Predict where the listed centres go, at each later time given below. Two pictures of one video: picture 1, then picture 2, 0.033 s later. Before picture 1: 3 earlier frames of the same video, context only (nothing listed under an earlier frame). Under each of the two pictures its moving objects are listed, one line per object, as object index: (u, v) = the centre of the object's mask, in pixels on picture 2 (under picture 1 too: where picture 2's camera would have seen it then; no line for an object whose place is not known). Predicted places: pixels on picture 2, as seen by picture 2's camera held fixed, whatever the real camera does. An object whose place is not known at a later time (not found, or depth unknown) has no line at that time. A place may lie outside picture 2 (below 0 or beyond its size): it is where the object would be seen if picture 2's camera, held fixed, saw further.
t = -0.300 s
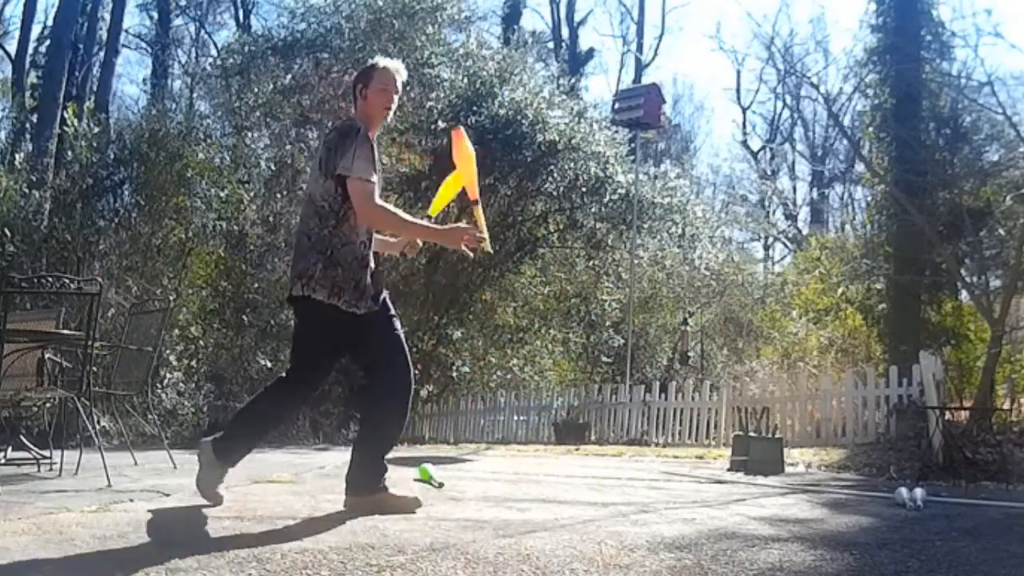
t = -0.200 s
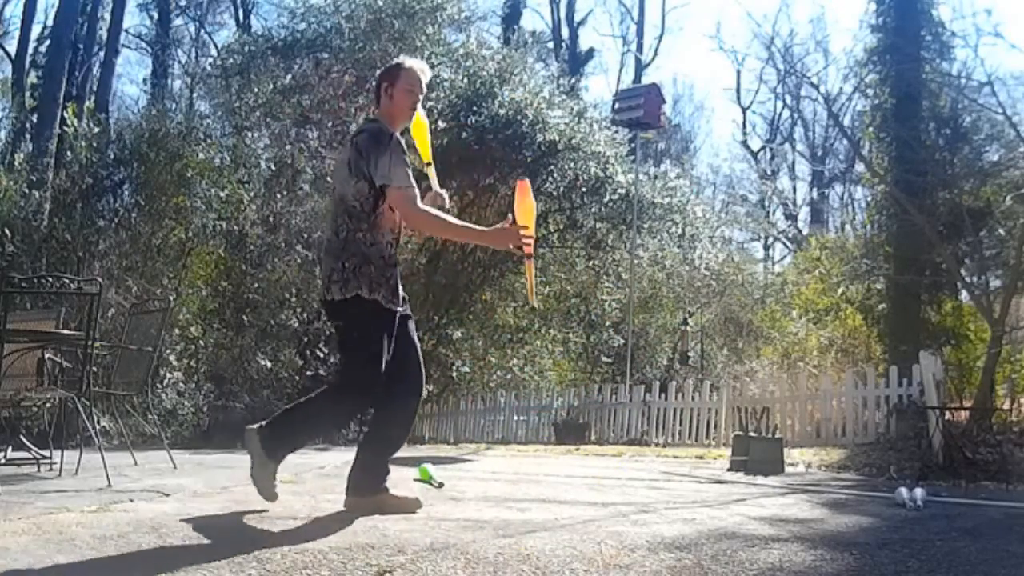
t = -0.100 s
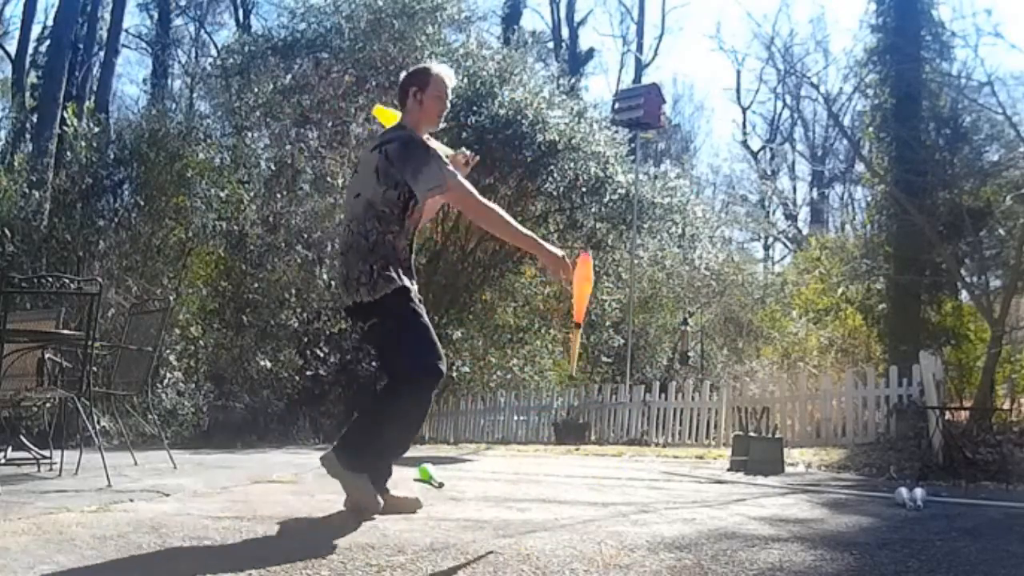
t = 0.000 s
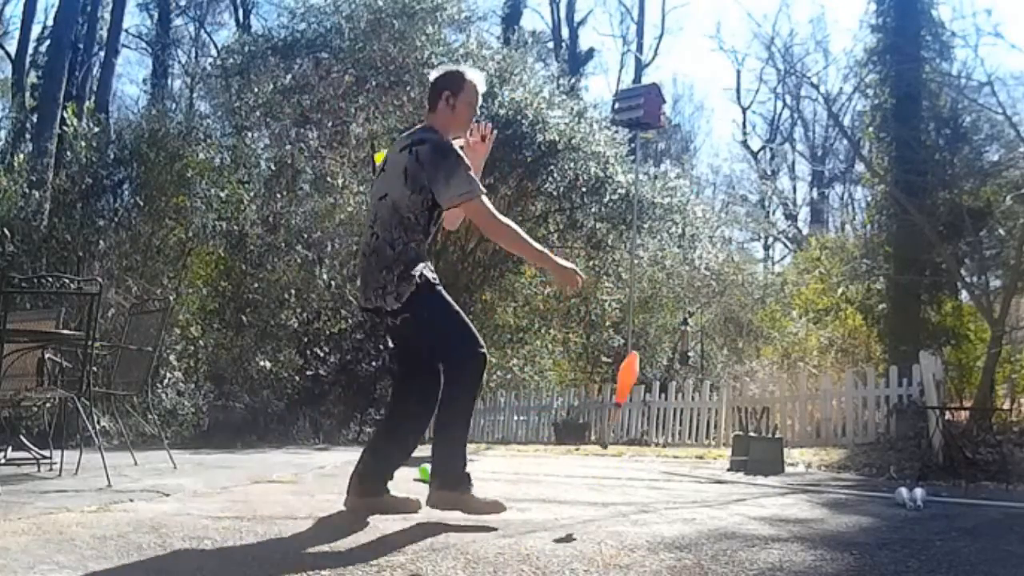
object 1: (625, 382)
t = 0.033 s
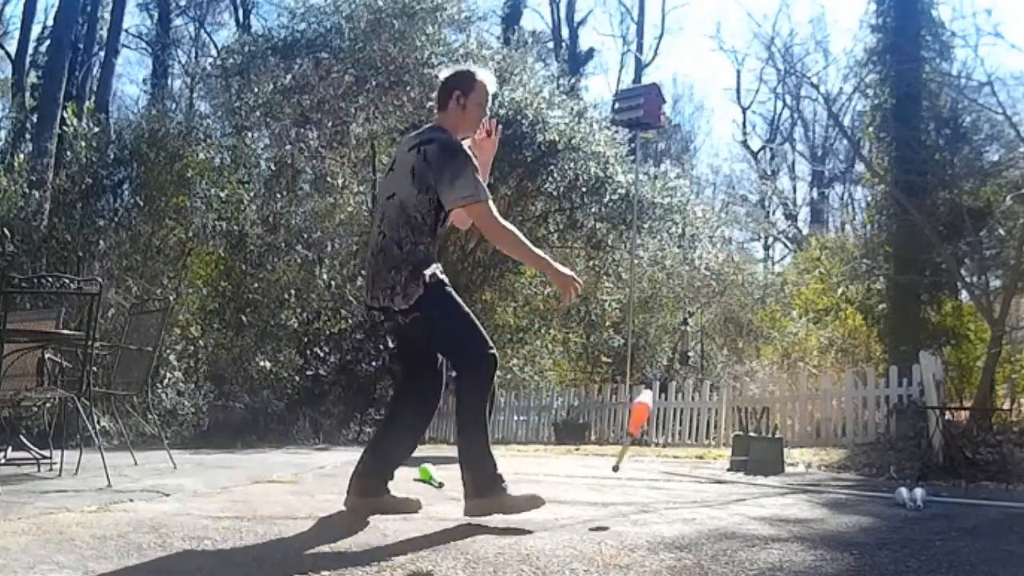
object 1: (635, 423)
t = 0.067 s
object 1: (649, 454)
